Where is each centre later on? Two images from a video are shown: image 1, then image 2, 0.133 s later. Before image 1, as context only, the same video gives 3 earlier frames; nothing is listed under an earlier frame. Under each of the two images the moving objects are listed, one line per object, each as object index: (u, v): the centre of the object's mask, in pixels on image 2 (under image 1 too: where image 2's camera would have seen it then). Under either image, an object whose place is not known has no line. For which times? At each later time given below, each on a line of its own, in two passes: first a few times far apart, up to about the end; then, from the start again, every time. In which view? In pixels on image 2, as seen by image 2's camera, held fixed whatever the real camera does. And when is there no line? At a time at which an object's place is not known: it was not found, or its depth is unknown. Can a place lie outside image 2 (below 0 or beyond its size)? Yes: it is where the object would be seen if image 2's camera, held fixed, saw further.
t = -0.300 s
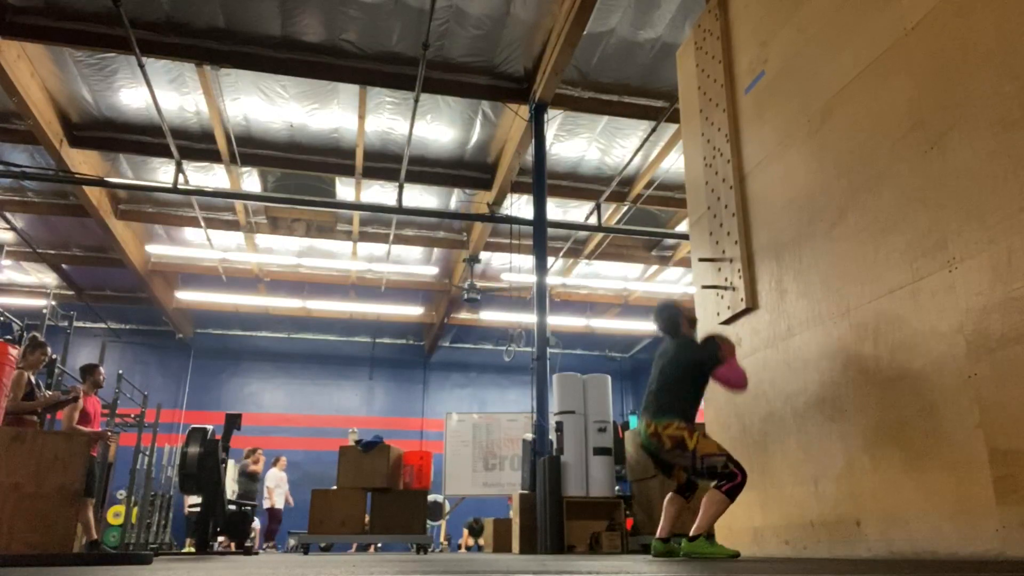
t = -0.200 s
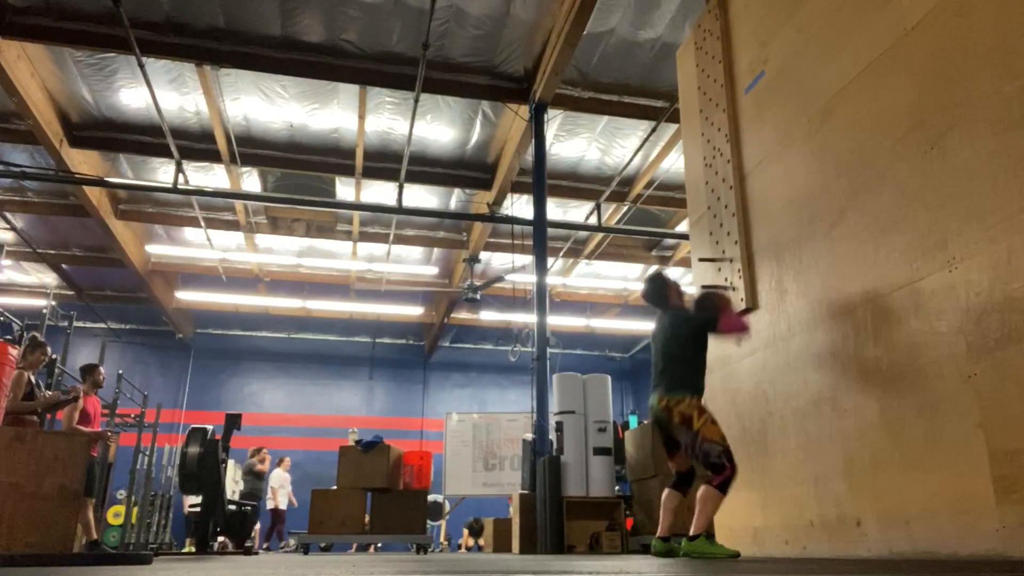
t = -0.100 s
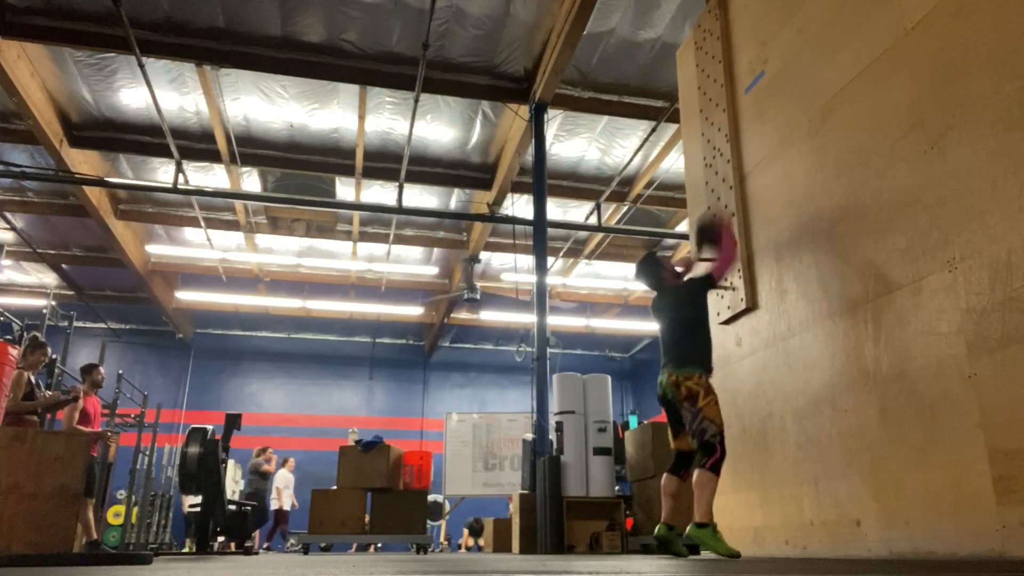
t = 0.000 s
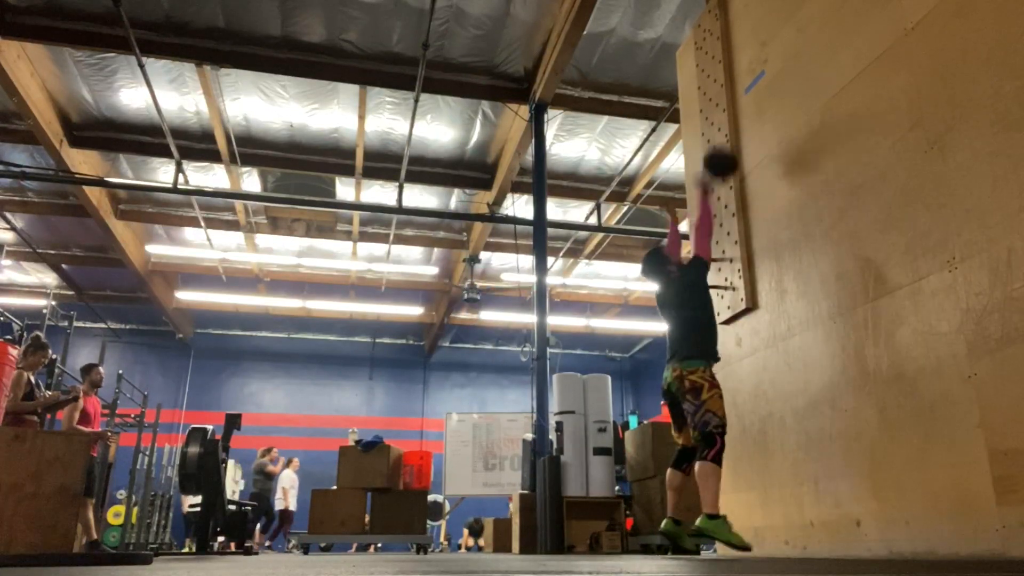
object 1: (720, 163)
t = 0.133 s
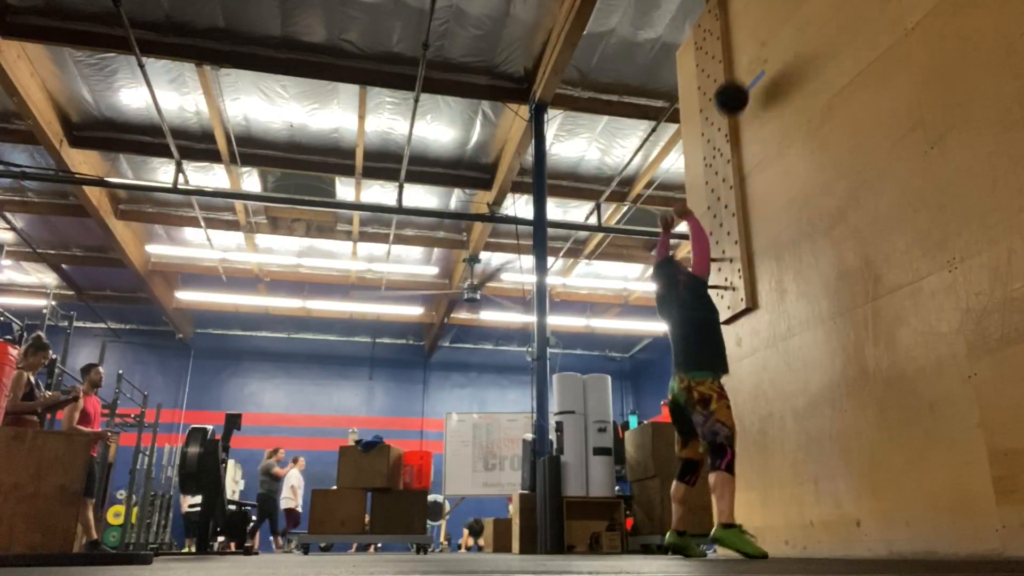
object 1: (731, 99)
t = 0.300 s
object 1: (741, 55)
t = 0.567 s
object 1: (724, 63)
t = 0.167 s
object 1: (735, 86)
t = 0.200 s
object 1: (739, 75)
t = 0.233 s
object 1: (743, 67)
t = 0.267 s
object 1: (743, 60)
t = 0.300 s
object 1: (741, 55)
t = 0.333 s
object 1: (738, 51)
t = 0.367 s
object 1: (735, 49)
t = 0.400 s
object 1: (733, 47)
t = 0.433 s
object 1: (731, 48)
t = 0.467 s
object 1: (729, 50)
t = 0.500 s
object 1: (727, 53)
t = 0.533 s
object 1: (726, 57)
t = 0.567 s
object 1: (724, 63)
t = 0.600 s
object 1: (723, 70)
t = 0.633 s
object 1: (722, 79)
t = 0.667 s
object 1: (720, 89)
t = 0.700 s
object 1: (719, 102)
